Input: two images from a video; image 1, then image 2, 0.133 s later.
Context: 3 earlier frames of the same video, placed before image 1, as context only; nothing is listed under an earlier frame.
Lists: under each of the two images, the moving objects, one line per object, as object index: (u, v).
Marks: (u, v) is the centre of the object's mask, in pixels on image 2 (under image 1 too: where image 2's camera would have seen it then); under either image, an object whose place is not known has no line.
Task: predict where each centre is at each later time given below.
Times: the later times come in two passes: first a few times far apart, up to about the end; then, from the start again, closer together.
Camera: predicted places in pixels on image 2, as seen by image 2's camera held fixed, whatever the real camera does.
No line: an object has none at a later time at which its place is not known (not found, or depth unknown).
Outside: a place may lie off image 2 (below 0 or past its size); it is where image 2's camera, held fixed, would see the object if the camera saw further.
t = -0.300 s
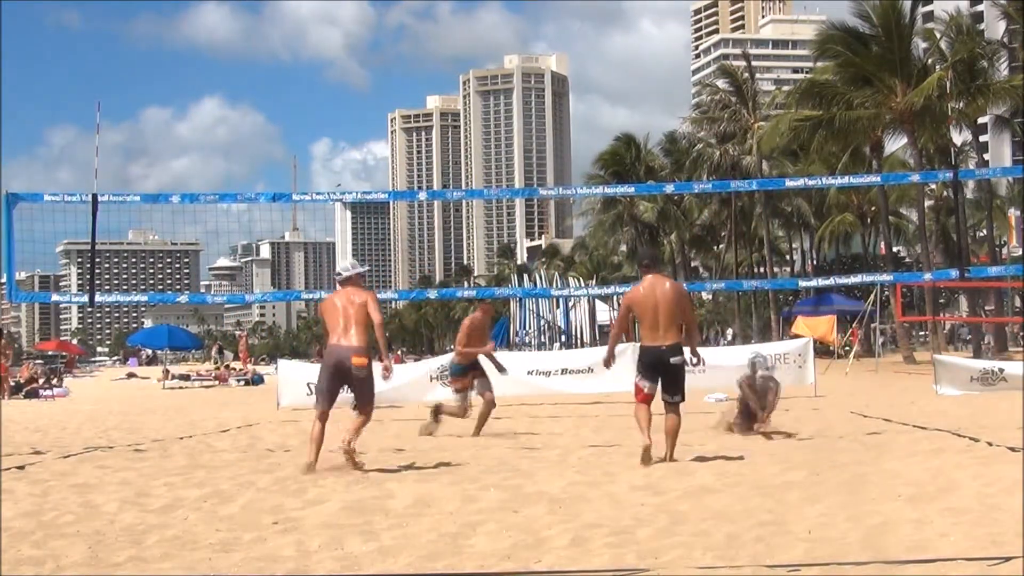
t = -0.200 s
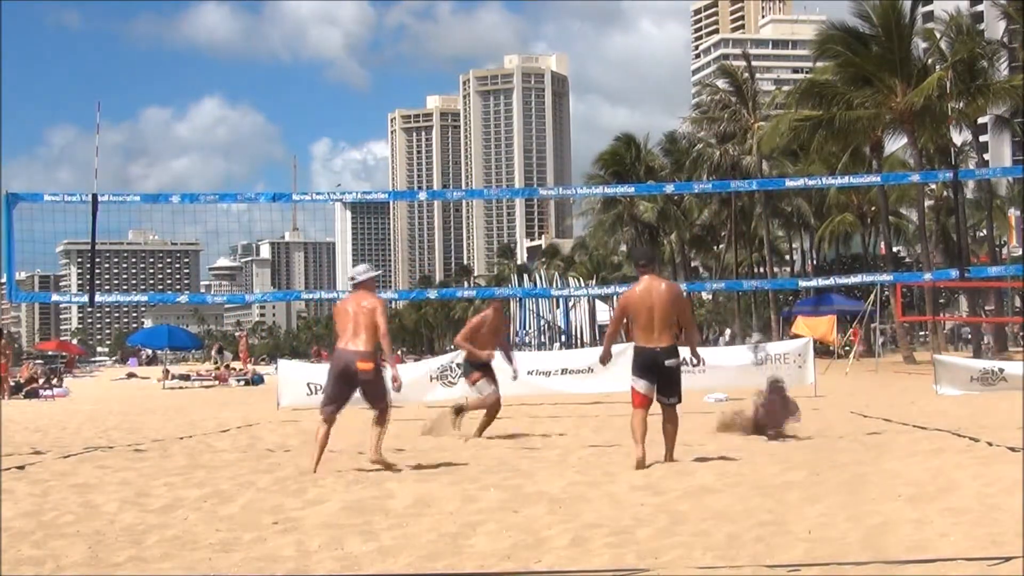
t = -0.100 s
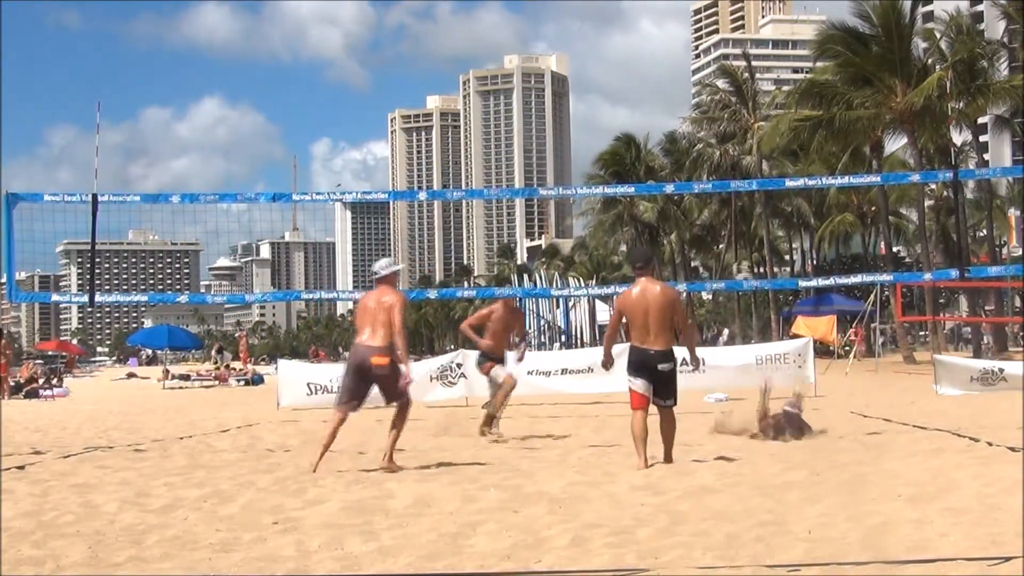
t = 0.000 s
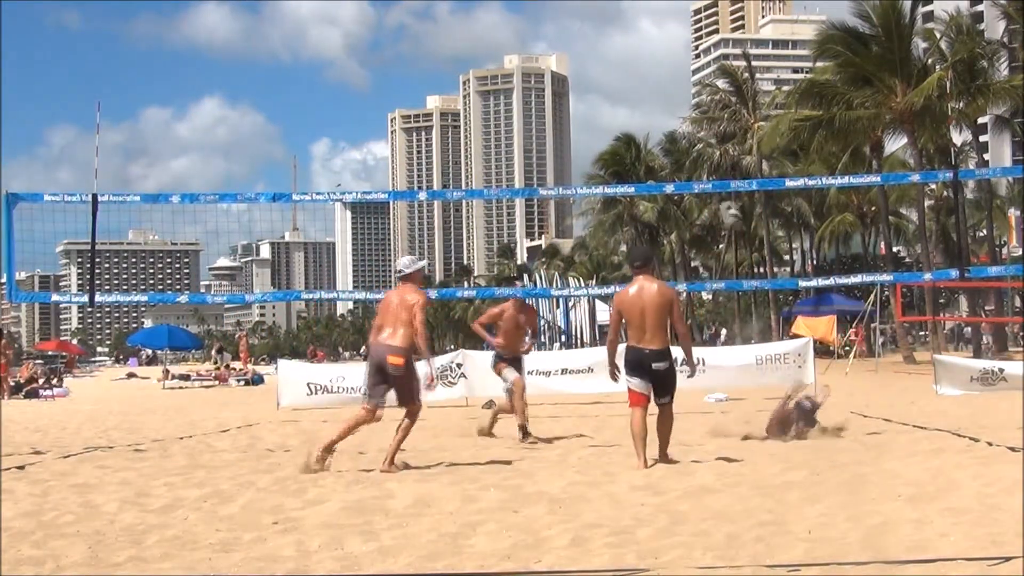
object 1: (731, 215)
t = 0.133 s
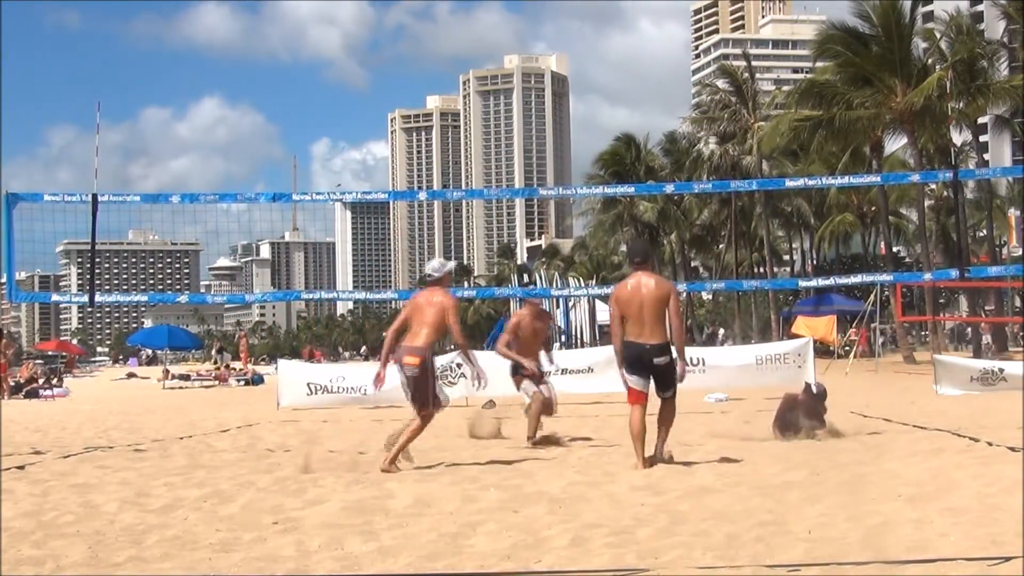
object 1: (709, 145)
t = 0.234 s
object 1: (697, 112)
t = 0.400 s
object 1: (675, 75)
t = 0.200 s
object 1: (701, 124)
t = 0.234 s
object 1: (697, 112)
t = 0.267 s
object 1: (692, 102)
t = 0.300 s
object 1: (688, 95)
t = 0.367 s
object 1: (680, 80)
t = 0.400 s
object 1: (675, 75)
